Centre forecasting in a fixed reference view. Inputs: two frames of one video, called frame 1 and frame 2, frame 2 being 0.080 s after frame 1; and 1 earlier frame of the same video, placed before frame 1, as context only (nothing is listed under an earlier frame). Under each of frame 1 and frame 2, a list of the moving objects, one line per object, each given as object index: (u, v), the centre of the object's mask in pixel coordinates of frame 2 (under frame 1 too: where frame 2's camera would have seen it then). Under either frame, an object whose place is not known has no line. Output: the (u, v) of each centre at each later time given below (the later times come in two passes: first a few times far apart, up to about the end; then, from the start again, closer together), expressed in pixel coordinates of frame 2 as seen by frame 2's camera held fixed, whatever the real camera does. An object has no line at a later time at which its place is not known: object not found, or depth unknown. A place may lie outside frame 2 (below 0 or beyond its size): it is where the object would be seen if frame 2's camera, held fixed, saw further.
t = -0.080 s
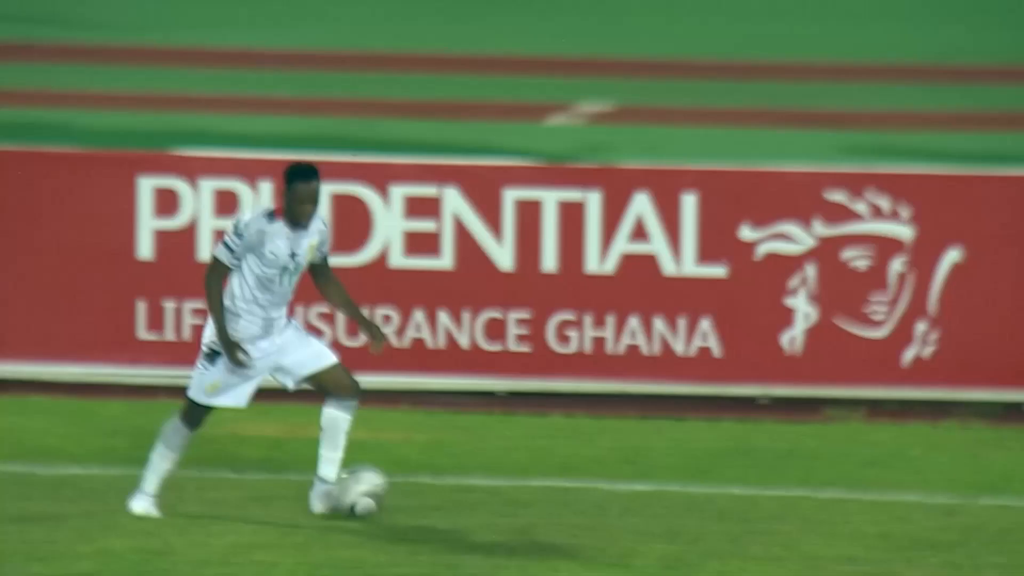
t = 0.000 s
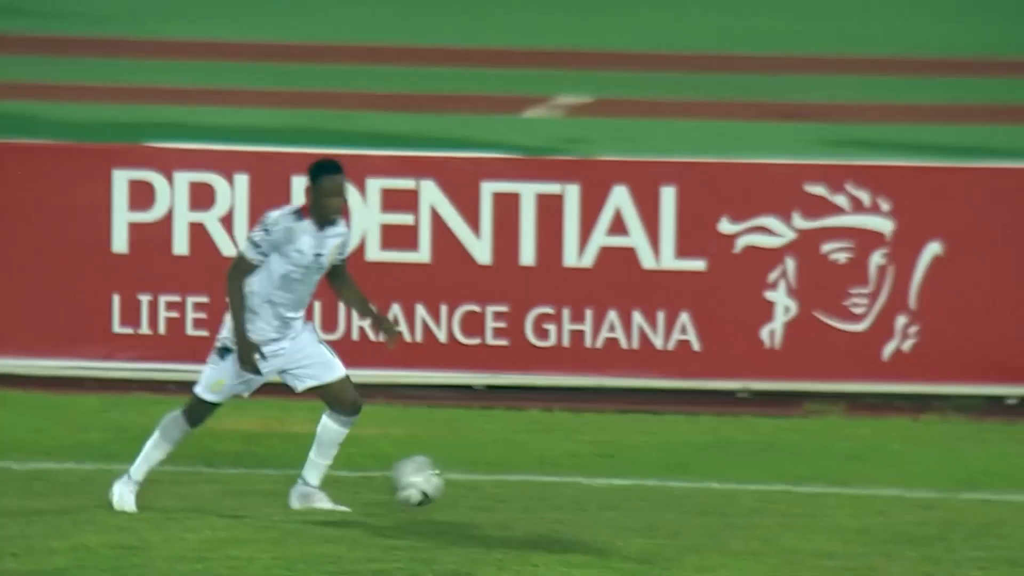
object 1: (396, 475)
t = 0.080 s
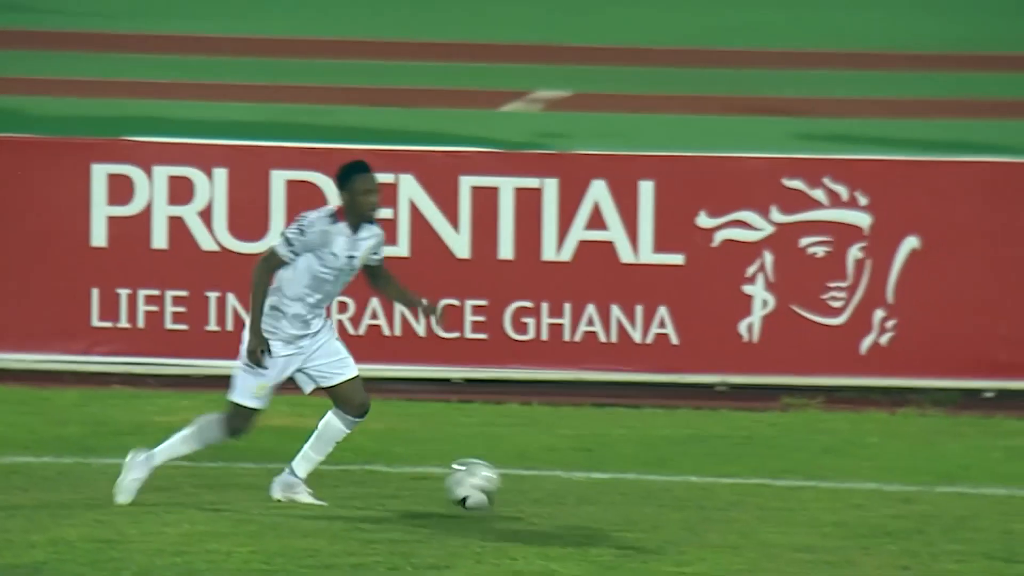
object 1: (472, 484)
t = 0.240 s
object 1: (622, 491)
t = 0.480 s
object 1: (835, 503)
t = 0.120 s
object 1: (510, 494)
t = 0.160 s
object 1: (549, 497)
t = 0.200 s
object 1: (585, 494)
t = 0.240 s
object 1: (622, 491)
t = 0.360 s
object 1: (729, 501)
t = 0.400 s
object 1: (766, 502)
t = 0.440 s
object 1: (801, 502)
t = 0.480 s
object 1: (835, 503)
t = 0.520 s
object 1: (871, 508)
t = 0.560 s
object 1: (906, 512)
